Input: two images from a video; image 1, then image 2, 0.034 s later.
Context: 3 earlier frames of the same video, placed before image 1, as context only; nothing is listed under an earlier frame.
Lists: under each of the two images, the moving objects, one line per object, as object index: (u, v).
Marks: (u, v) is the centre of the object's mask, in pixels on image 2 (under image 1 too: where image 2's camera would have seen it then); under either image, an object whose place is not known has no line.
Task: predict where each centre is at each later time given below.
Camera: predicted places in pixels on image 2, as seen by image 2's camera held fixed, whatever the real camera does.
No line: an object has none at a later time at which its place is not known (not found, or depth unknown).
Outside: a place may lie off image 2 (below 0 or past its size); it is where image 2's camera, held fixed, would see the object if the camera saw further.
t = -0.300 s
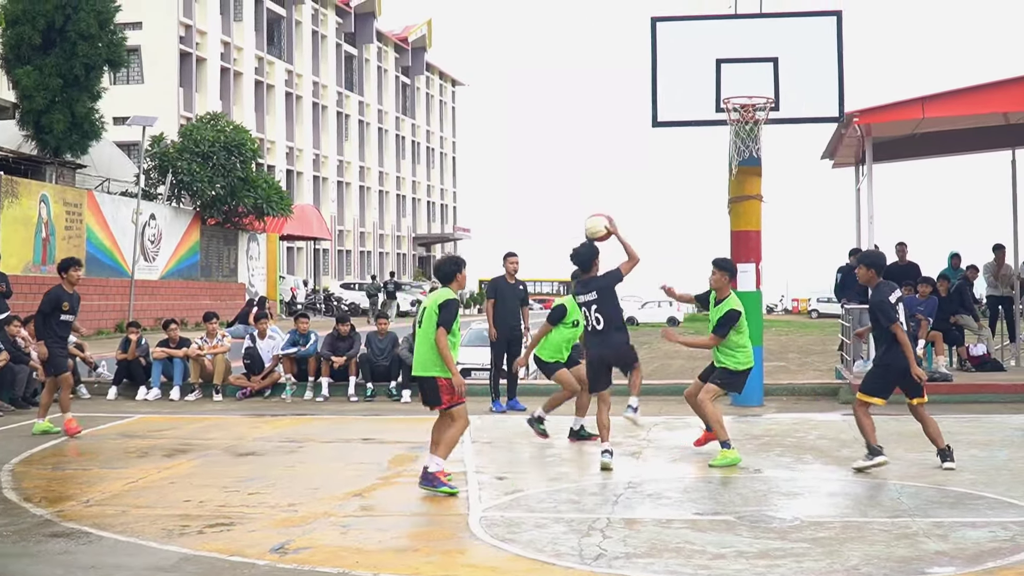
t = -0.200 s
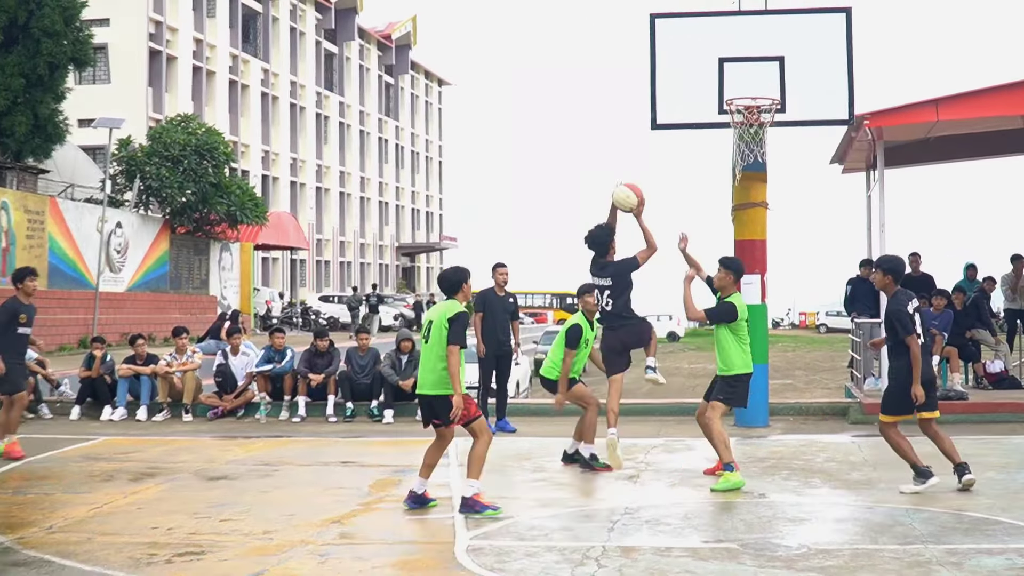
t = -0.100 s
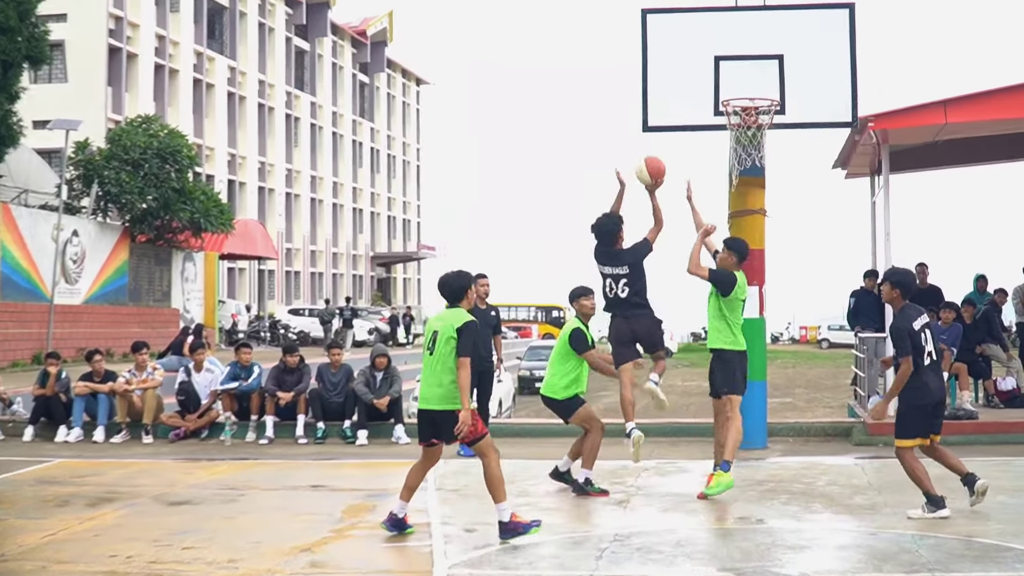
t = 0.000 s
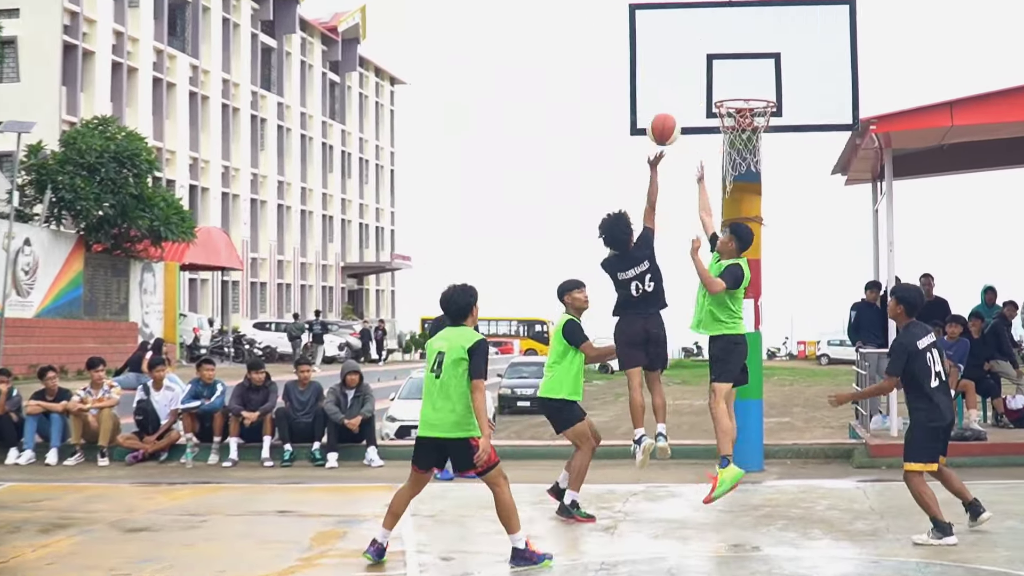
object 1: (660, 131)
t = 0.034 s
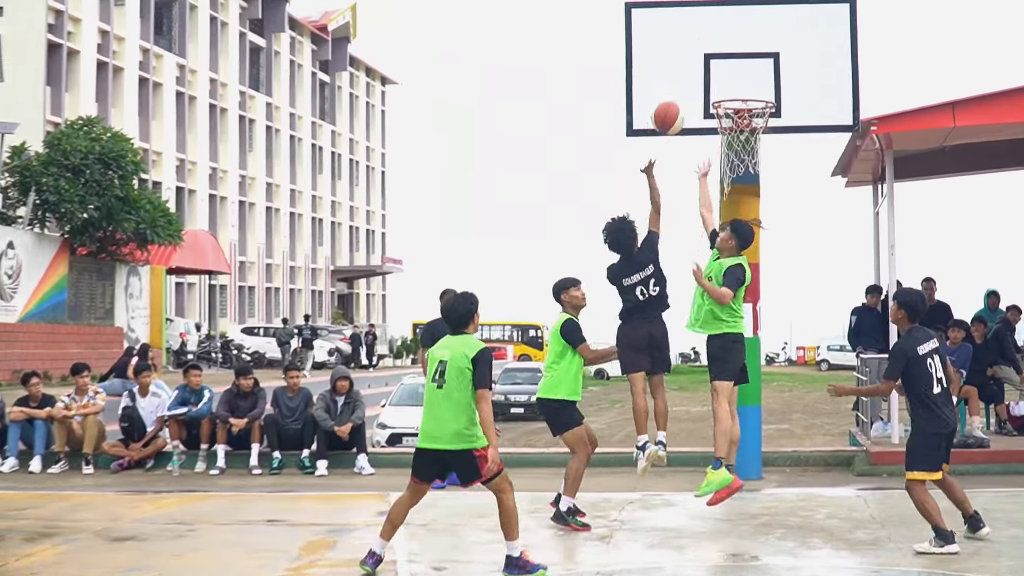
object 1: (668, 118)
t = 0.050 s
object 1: (671, 112)
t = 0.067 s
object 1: (675, 106)
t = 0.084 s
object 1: (678, 102)
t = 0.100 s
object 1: (682, 100)
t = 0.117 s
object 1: (685, 98)
